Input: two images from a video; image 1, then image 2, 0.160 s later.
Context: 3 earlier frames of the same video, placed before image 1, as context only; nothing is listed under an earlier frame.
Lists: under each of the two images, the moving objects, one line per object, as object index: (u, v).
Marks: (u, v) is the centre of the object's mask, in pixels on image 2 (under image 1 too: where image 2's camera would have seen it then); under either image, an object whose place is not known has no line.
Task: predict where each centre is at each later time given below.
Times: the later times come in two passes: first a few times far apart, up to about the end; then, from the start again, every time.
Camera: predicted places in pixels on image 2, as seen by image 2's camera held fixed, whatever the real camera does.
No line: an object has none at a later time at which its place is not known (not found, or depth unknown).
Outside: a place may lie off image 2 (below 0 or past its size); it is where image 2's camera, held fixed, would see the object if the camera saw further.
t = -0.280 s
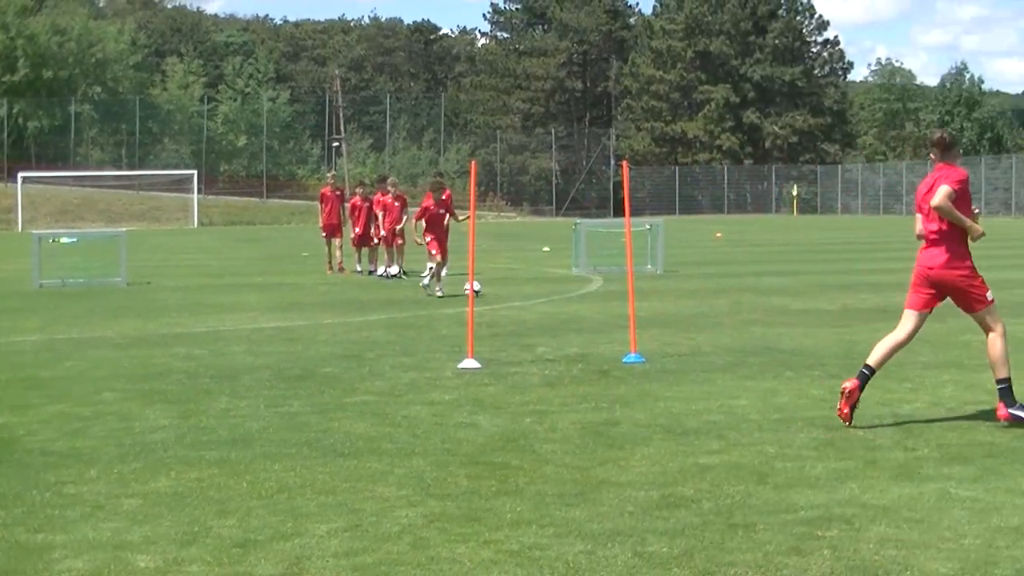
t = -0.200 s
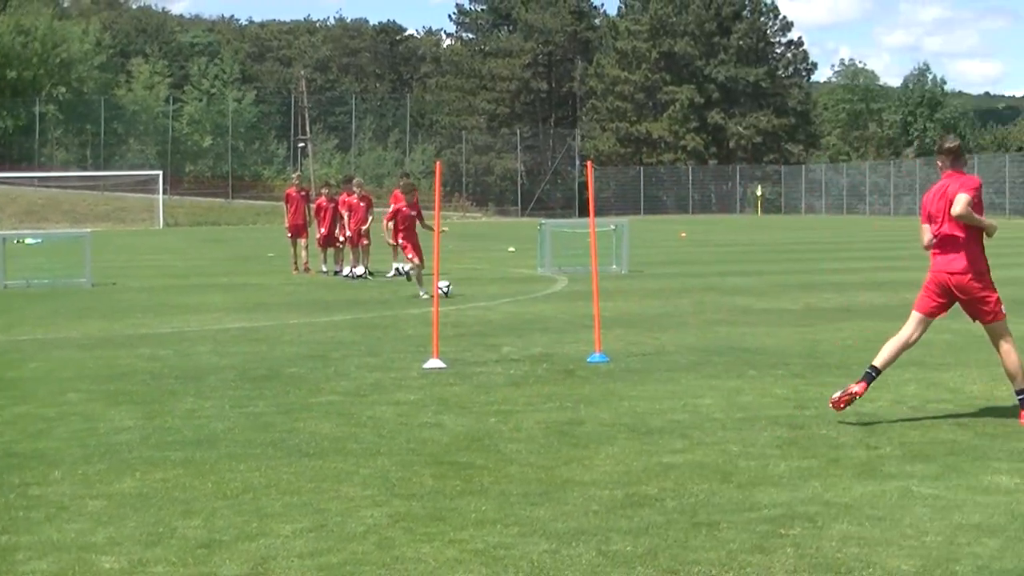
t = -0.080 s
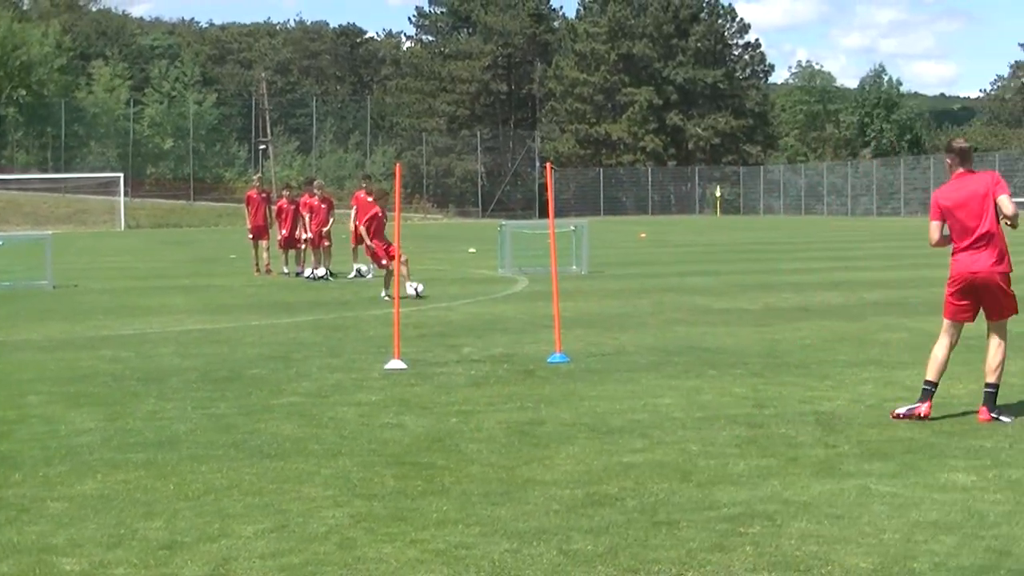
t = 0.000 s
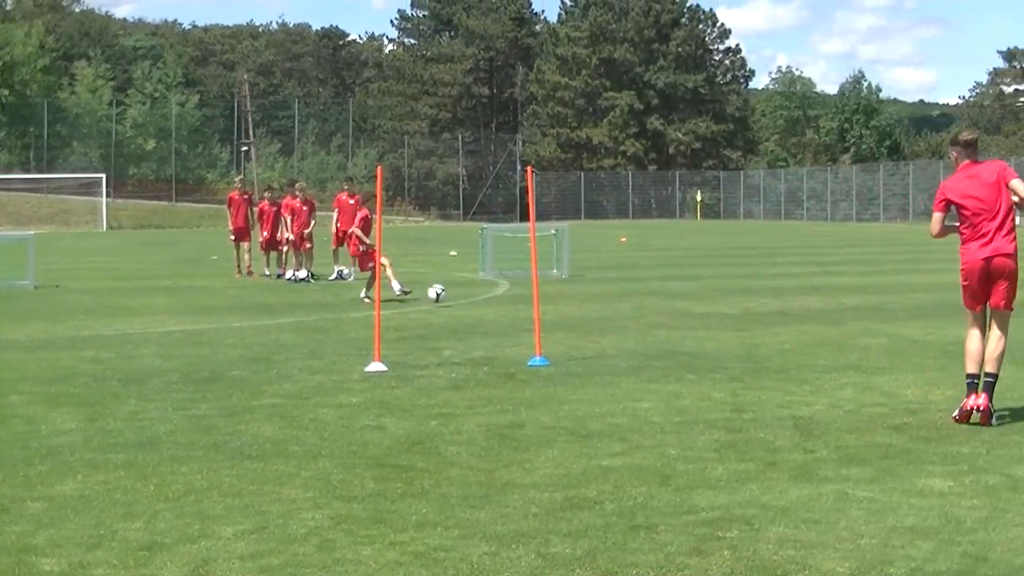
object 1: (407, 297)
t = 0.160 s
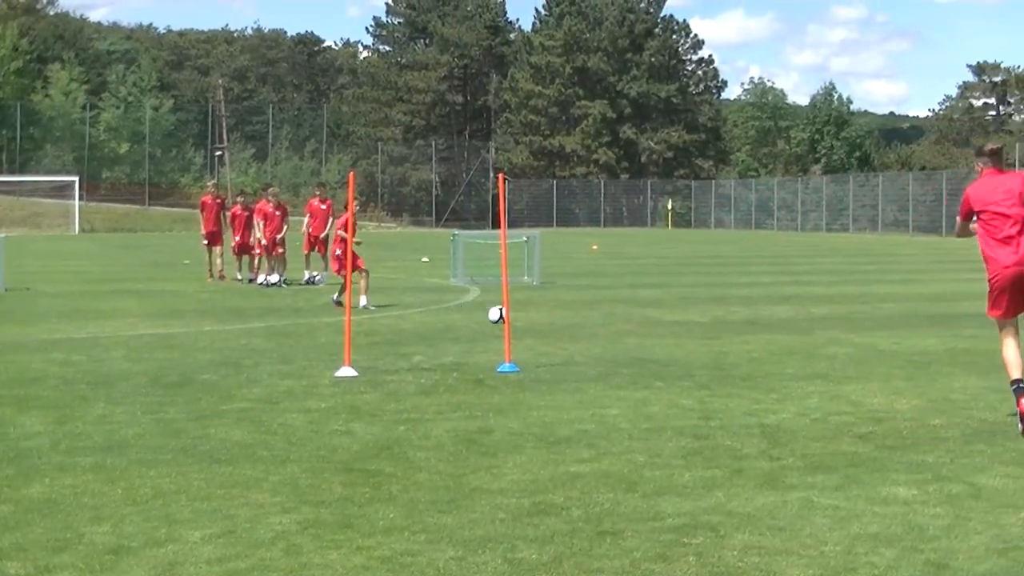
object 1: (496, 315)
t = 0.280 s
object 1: (566, 317)
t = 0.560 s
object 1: (737, 335)
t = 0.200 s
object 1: (520, 315)
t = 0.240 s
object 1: (542, 316)
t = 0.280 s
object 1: (566, 317)
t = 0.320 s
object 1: (590, 321)
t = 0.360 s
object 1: (616, 326)
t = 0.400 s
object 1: (641, 330)
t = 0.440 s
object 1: (664, 329)
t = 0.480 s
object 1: (687, 329)
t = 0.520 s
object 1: (712, 331)
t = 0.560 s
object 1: (737, 335)
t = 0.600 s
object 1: (763, 340)
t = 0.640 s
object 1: (790, 342)
